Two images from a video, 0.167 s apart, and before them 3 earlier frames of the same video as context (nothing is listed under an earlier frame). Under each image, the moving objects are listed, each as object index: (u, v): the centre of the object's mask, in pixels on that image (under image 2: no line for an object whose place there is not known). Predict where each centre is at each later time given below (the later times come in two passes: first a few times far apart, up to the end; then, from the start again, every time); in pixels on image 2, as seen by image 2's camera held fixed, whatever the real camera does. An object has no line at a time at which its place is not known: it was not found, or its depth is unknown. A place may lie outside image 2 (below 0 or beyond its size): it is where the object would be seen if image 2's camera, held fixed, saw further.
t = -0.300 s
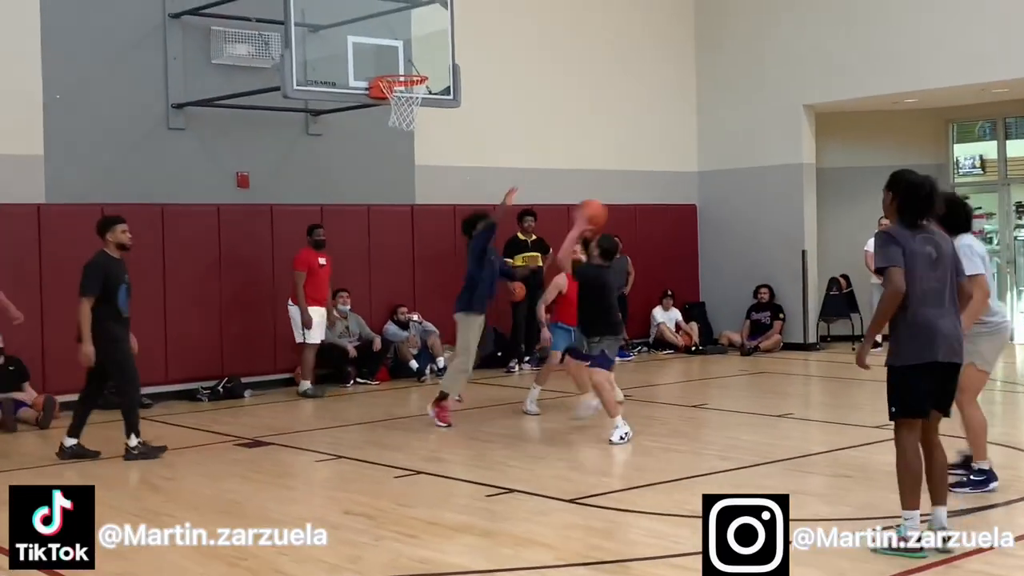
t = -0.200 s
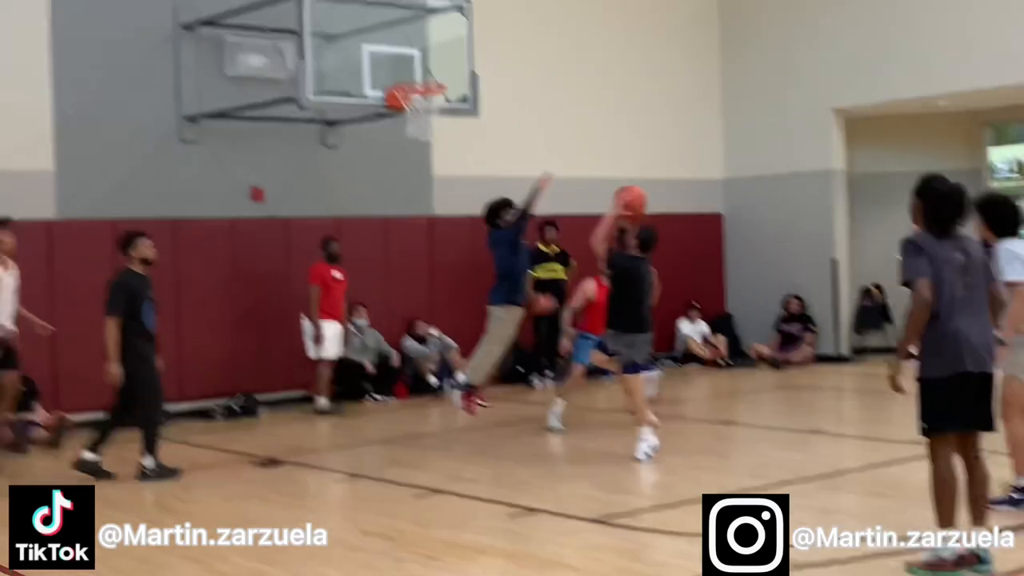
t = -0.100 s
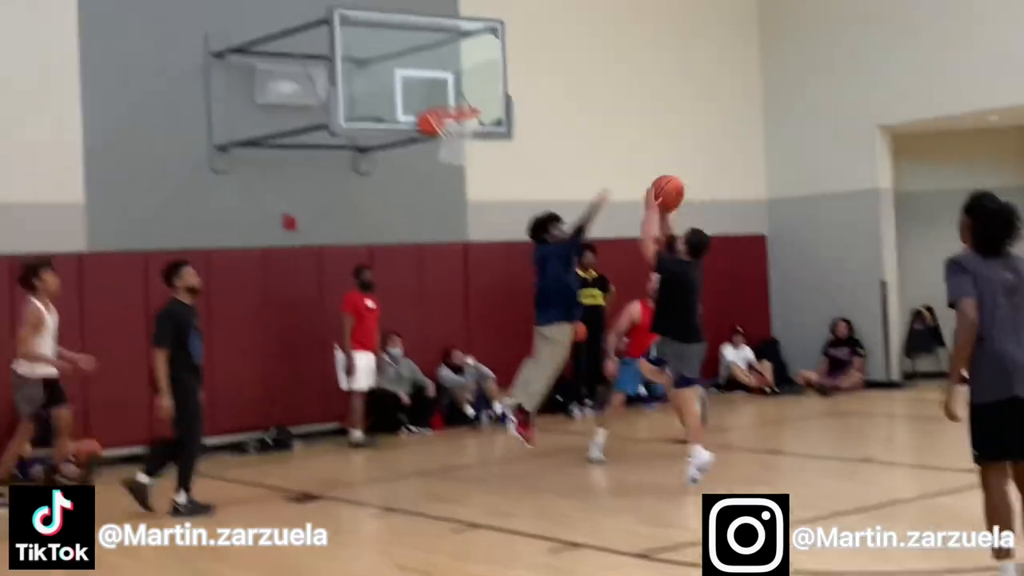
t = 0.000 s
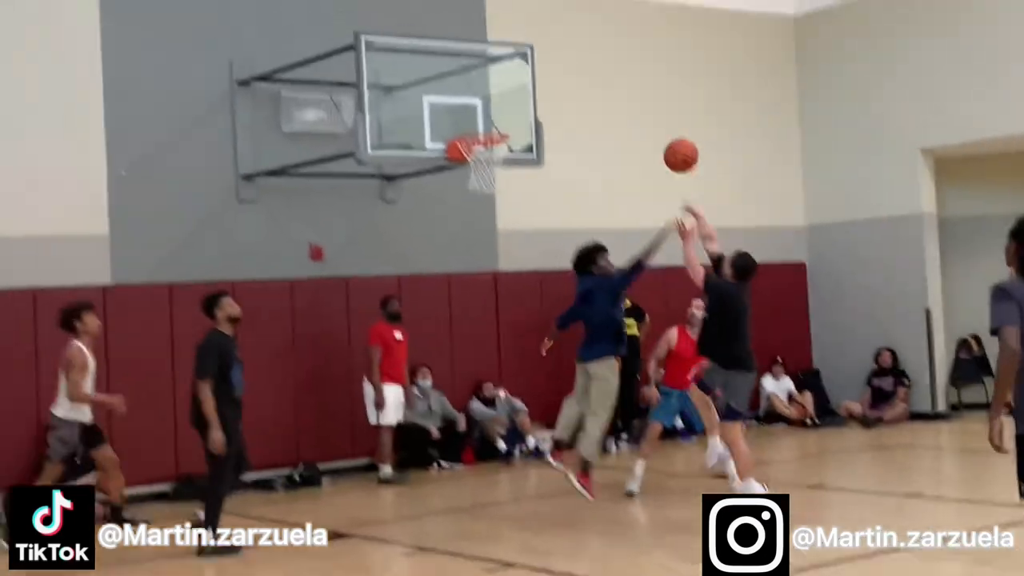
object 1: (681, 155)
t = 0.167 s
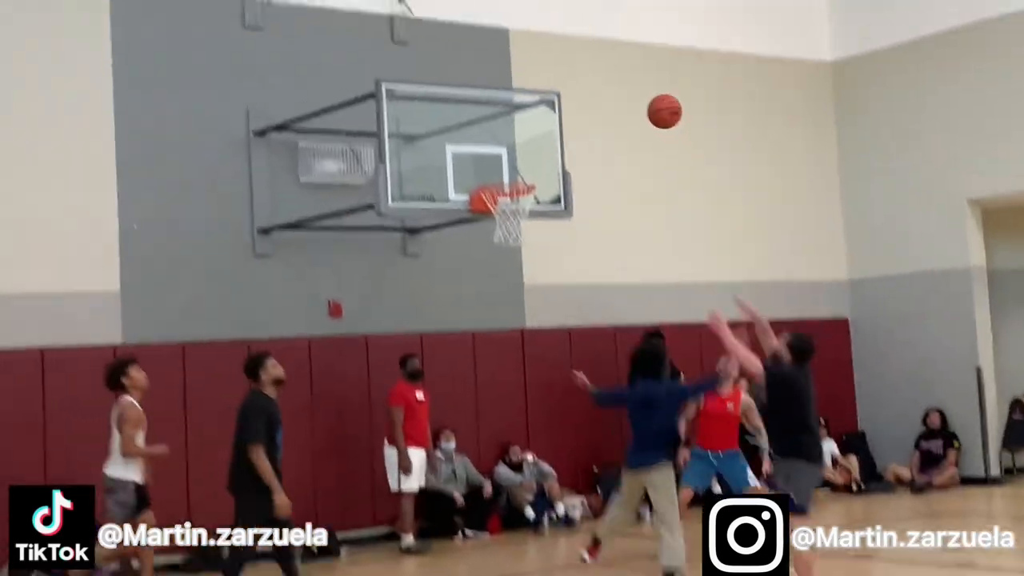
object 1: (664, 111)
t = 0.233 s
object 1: (645, 86)
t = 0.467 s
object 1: (588, 49)
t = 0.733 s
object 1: (536, 94)
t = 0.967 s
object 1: (504, 178)
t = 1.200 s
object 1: (484, 212)
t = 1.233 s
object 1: (483, 232)
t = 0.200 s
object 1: (655, 98)
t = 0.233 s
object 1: (645, 86)
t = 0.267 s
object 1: (636, 76)
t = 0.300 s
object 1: (628, 68)
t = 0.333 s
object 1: (619, 61)
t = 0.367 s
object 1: (612, 56)
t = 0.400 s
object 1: (603, 52)
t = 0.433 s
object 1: (596, 50)
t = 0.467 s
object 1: (588, 49)
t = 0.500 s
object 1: (581, 50)
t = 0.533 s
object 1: (574, 53)
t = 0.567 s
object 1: (567, 56)
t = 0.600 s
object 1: (560, 61)
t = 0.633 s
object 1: (554, 67)
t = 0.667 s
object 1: (548, 75)
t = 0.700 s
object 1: (542, 83)
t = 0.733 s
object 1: (536, 94)
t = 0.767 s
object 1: (532, 105)
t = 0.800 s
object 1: (526, 117)
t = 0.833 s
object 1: (521, 131)
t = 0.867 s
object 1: (515, 146)
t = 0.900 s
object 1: (510, 162)
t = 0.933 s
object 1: (506, 178)
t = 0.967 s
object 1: (504, 178)
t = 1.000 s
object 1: (501, 180)
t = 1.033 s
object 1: (499, 183)
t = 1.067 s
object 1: (496, 188)
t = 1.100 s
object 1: (493, 194)
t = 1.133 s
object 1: (488, 201)
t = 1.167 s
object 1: (486, 206)
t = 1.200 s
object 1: (484, 212)
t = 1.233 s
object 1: (483, 232)
